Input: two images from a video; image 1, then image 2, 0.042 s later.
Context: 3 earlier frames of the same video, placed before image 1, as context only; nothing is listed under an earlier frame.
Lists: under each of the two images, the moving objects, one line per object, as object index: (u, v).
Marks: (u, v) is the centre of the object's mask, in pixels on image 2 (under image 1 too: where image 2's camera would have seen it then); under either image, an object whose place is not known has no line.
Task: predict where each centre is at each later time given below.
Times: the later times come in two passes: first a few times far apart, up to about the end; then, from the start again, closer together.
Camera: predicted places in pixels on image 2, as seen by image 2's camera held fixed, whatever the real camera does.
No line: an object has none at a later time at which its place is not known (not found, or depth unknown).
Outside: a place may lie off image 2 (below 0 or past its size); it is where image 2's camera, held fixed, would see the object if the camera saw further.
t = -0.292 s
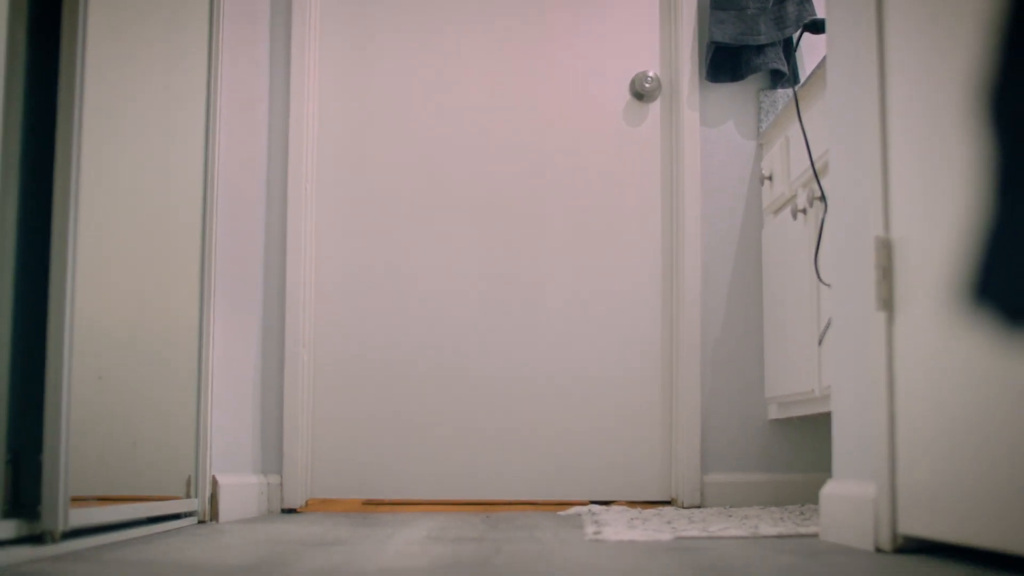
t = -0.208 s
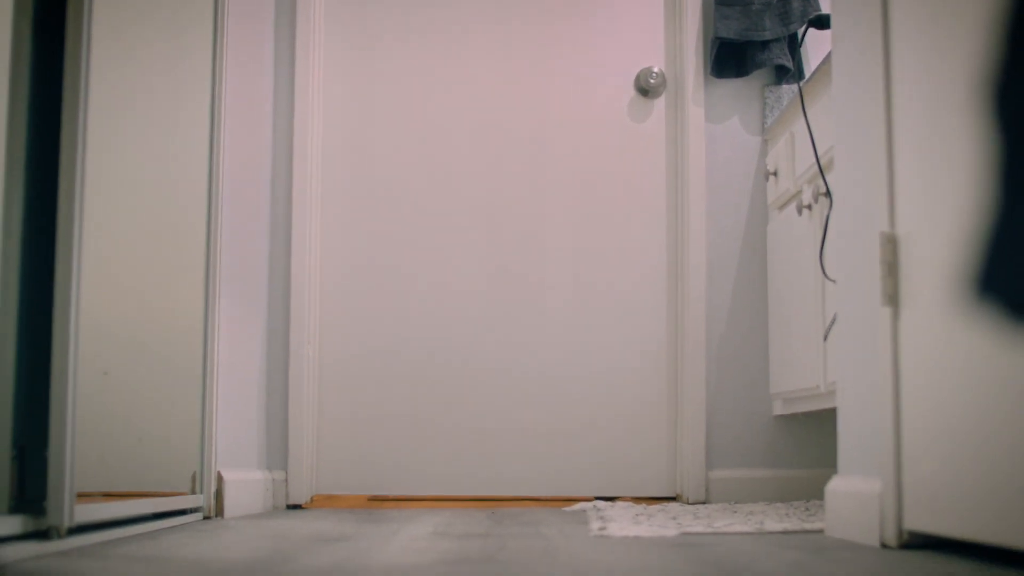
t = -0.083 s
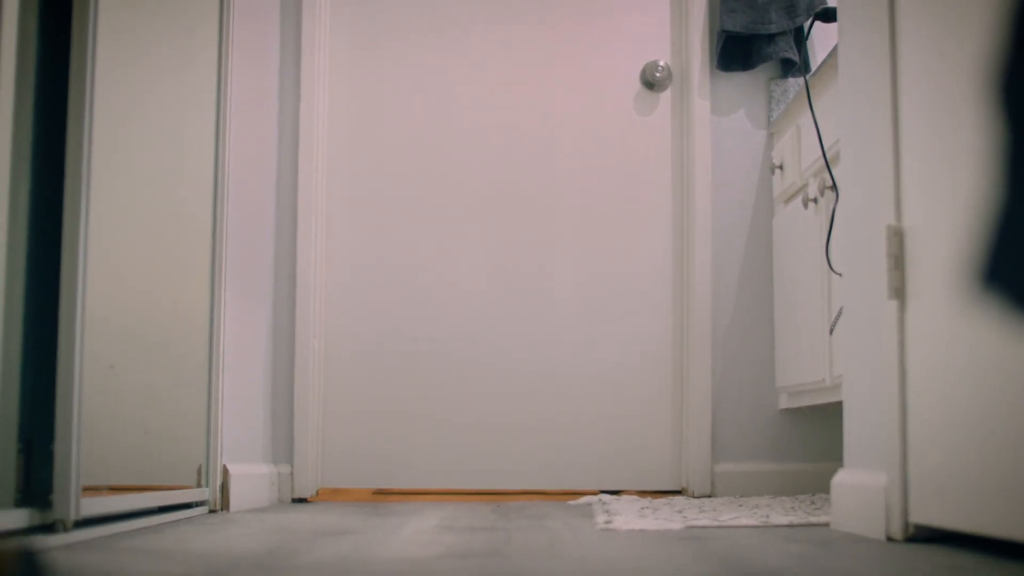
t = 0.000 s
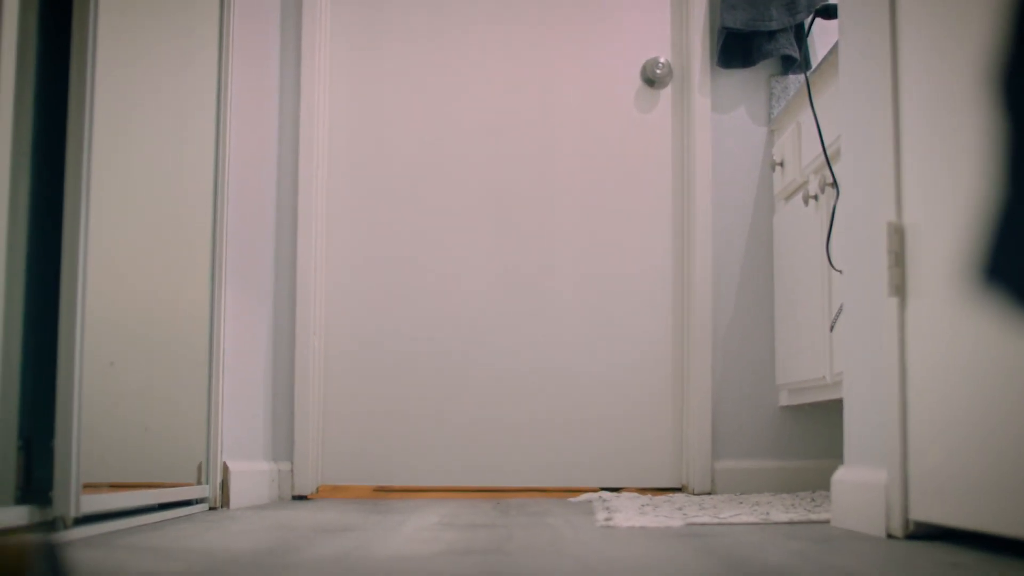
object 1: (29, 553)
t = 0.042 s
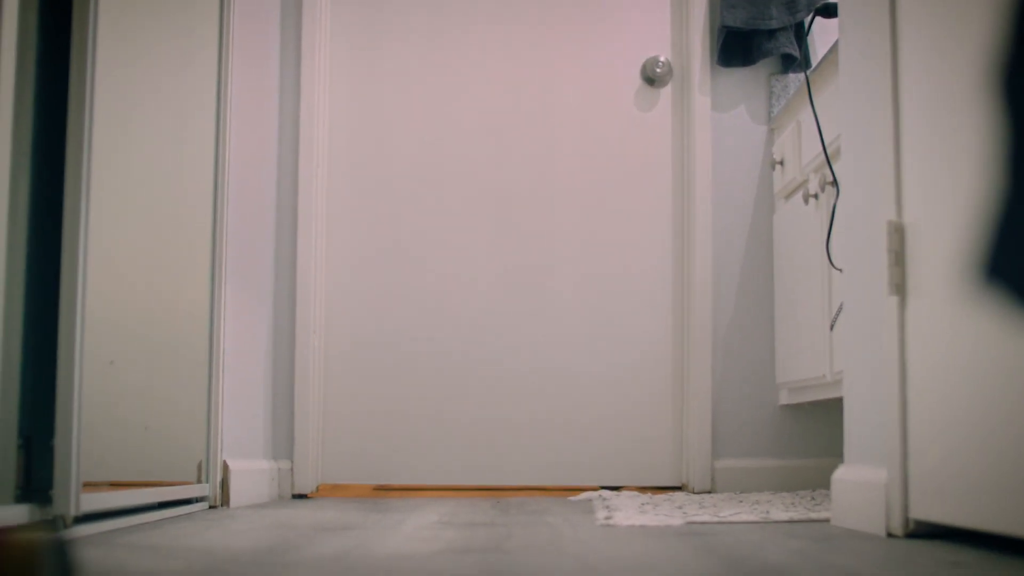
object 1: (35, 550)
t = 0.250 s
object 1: (56, 555)
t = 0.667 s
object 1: (82, 556)
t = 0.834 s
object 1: (84, 555)
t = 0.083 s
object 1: (39, 551)
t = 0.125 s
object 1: (43, 551)
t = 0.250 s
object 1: (56, 555)
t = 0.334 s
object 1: (59, 553)
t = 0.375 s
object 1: (67, 559)
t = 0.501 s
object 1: (74, 558)
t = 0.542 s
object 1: (76, 558)
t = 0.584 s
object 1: (78, 556)
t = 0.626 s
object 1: (80, 556)
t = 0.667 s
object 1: (82, 556)
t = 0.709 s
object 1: (82, 555)
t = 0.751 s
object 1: (83, 555)
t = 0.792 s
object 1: (84, 555)
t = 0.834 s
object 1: (84, 555)
